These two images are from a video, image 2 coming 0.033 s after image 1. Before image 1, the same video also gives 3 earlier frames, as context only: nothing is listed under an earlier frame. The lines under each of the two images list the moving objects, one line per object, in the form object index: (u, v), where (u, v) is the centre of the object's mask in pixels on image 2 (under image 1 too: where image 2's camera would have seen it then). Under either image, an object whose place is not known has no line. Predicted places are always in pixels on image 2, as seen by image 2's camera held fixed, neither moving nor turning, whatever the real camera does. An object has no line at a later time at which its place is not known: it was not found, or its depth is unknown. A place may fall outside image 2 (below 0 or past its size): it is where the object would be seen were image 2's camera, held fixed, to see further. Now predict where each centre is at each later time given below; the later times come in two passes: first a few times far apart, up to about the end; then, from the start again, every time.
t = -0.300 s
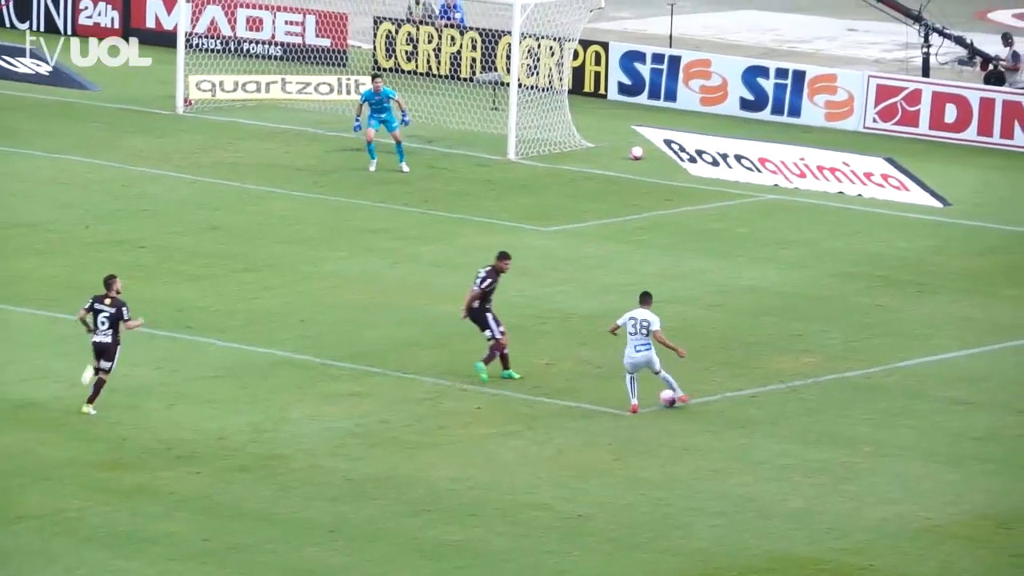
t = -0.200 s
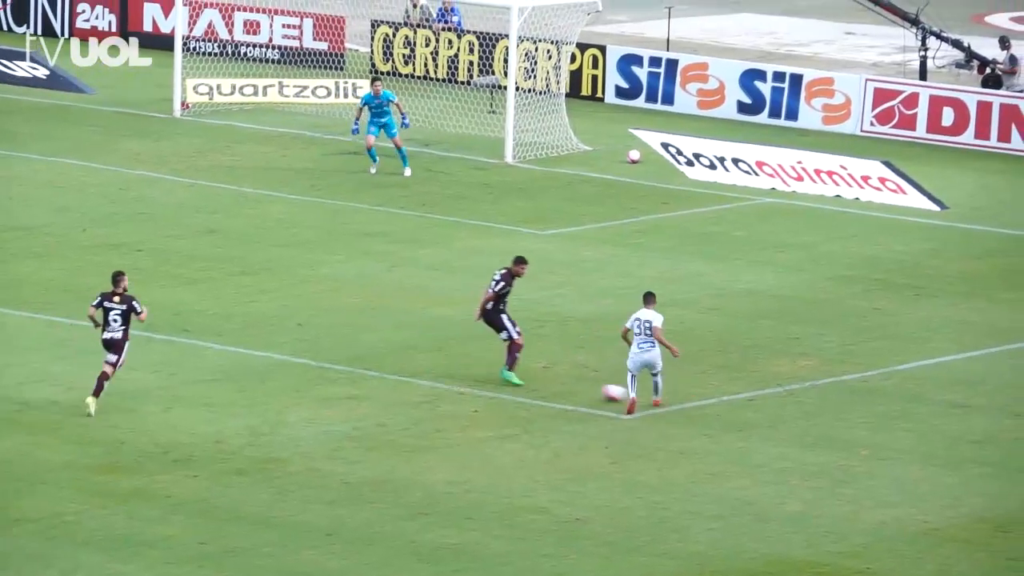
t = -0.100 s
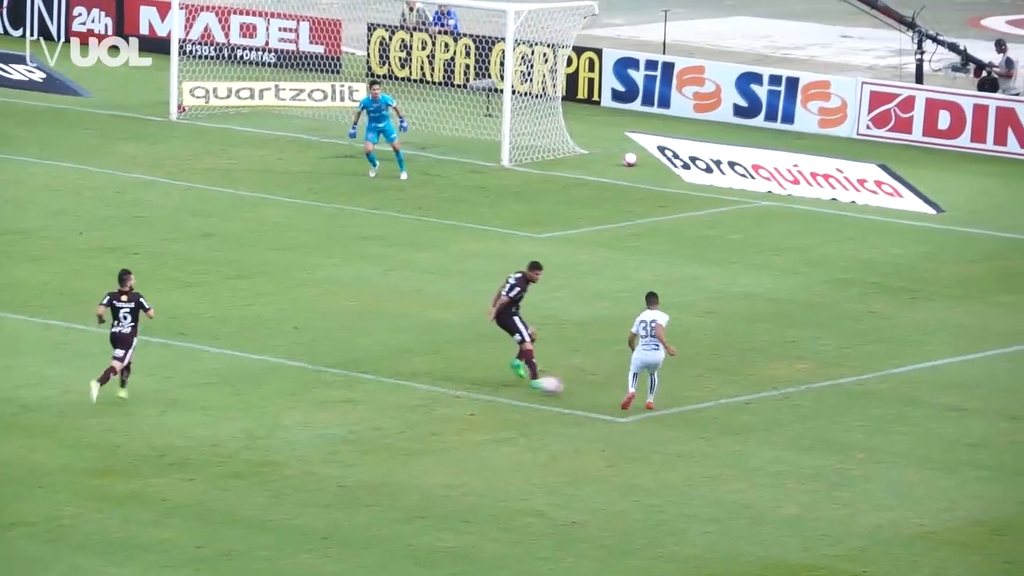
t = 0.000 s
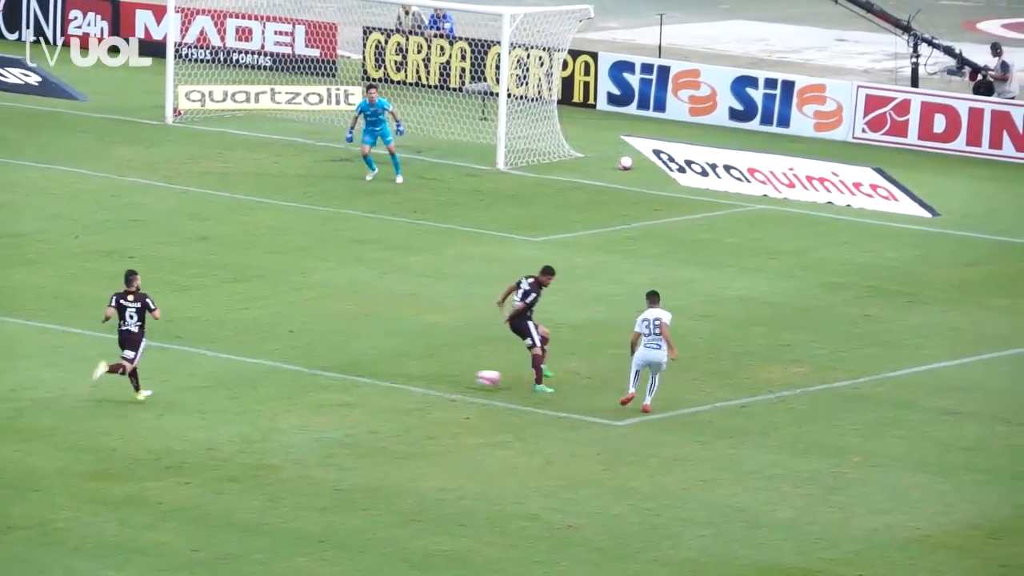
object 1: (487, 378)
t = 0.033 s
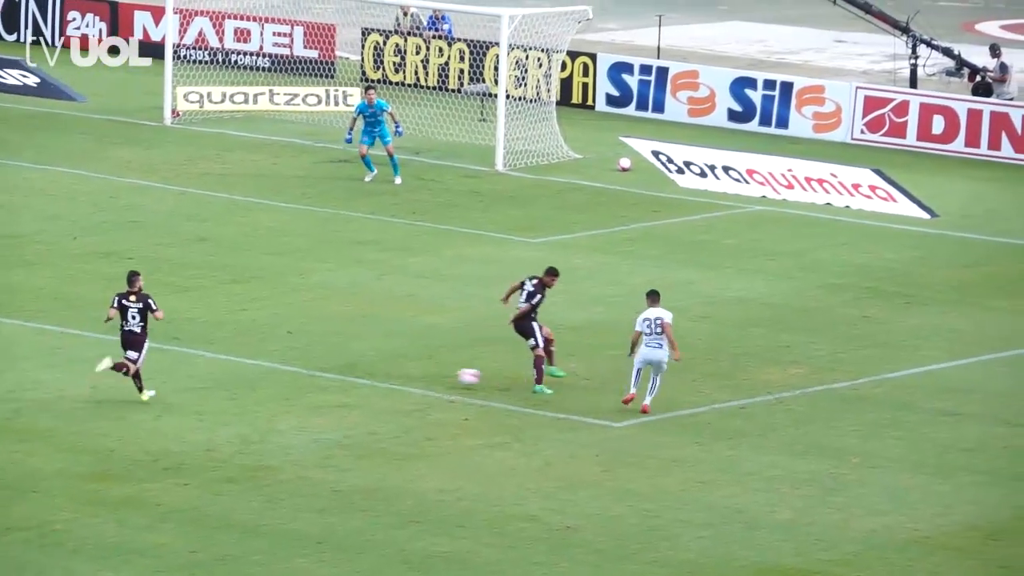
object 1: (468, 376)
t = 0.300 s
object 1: (324, 355)
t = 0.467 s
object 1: (244, 338)
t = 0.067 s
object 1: (450, 373)
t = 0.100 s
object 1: (432, 371)
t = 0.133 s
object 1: (412, 369)
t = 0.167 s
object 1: (392, 369)
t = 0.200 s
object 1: (375, 367)
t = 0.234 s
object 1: (357, 364)
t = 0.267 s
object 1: (341, 359)
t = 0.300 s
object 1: (324, 355)
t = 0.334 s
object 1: (308, 352)
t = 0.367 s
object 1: (293, 348)
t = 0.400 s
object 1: (276, 344)
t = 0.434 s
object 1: (259, 342)
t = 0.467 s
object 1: (244, 338)
